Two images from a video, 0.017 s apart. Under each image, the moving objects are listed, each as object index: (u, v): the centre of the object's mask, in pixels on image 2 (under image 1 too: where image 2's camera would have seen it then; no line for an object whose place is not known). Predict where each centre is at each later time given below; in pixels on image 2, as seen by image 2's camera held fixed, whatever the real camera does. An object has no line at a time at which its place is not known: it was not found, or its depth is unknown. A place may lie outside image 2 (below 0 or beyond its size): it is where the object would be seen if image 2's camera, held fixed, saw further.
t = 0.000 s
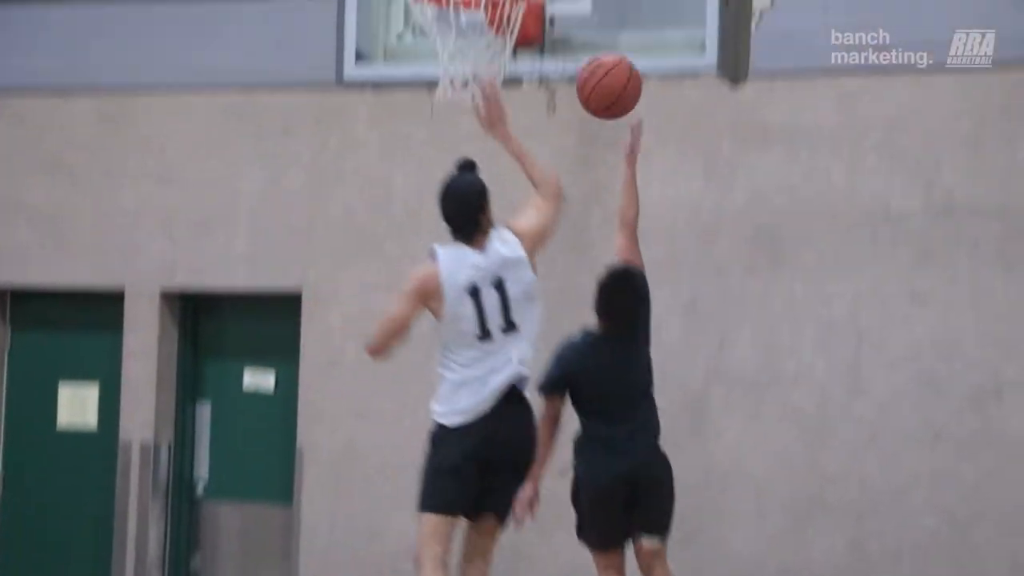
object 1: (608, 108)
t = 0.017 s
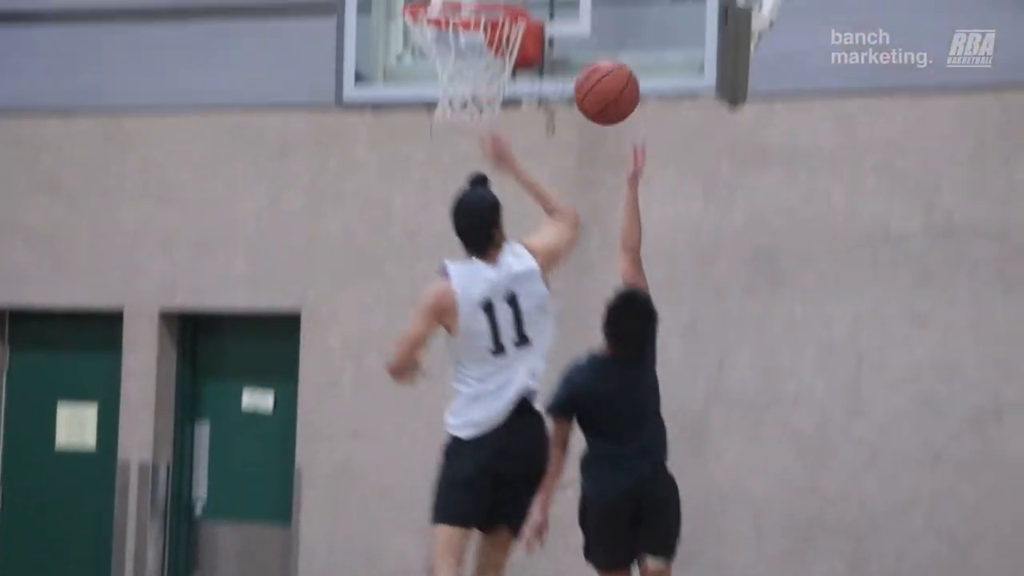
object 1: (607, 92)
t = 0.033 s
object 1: (606, 78)
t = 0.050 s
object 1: (606, 65)
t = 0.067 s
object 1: (605, 52)
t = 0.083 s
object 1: (605, 40)
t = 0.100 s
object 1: (604, 29)
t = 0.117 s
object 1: (603, 18)
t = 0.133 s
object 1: (602, 9)
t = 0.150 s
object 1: (602, 2)
